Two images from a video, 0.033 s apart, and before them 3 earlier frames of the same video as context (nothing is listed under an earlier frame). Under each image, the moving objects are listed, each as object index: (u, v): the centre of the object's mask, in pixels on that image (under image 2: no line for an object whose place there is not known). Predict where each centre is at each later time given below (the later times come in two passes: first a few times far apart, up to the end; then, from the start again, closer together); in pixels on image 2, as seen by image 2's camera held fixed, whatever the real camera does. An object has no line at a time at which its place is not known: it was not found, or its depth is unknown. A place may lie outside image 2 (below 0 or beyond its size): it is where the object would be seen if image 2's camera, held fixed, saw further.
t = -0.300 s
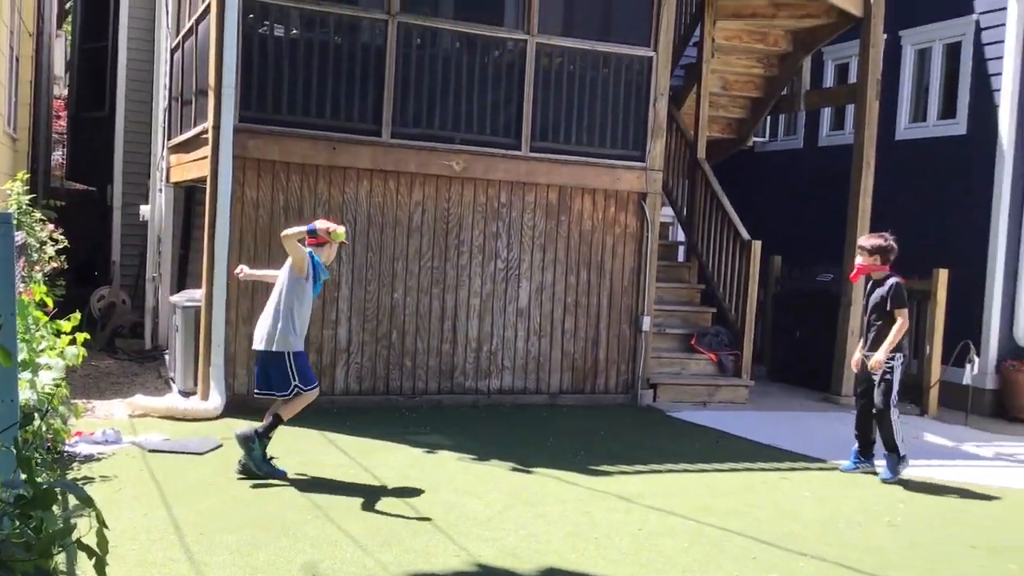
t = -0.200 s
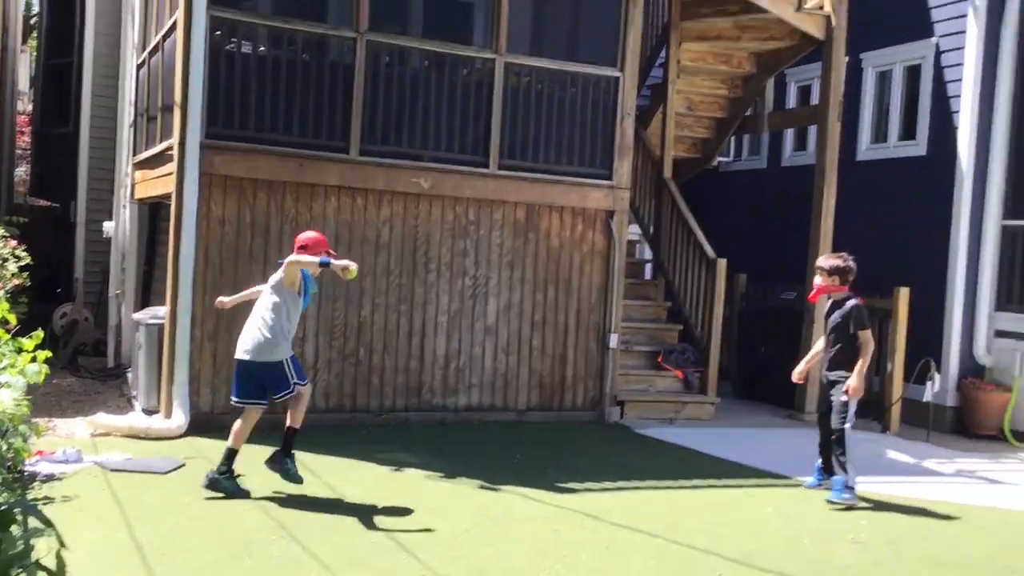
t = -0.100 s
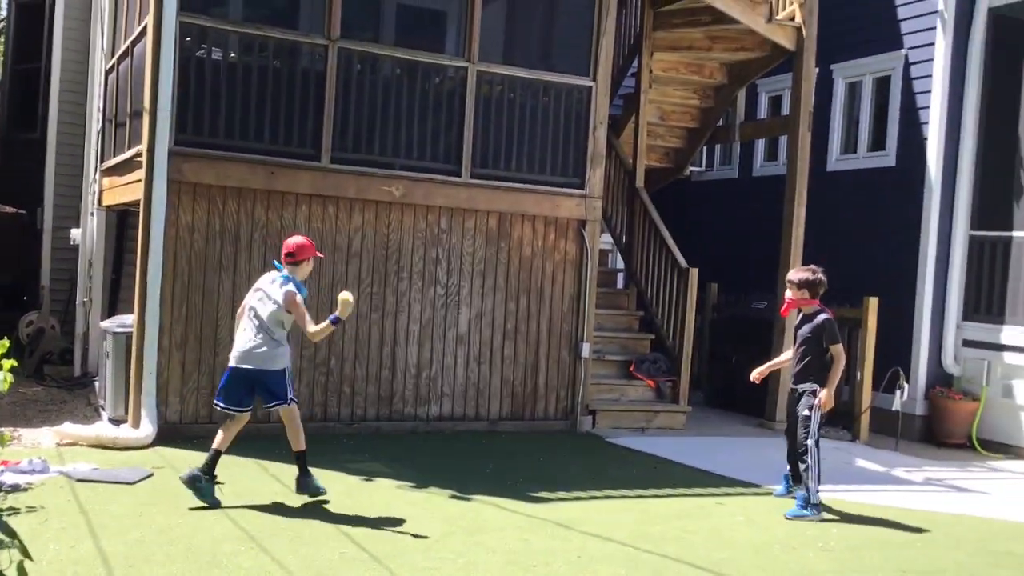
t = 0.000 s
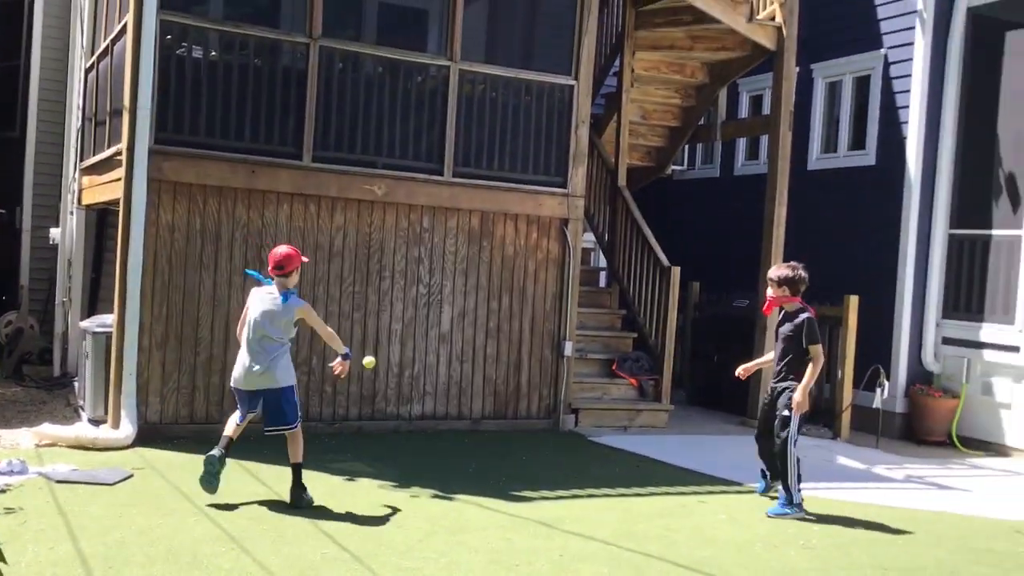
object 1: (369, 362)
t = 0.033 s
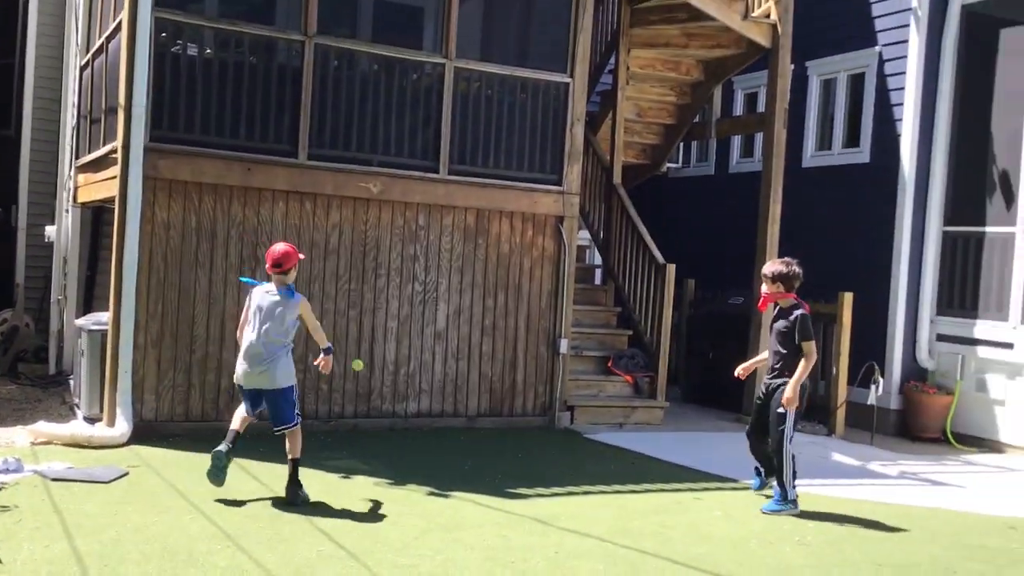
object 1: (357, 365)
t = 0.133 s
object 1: (340, 385)
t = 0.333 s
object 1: (453, 447)
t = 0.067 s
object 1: (351, 371)
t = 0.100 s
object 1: (345, 377)
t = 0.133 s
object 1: (340, 385)
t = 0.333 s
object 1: (453, 447)
